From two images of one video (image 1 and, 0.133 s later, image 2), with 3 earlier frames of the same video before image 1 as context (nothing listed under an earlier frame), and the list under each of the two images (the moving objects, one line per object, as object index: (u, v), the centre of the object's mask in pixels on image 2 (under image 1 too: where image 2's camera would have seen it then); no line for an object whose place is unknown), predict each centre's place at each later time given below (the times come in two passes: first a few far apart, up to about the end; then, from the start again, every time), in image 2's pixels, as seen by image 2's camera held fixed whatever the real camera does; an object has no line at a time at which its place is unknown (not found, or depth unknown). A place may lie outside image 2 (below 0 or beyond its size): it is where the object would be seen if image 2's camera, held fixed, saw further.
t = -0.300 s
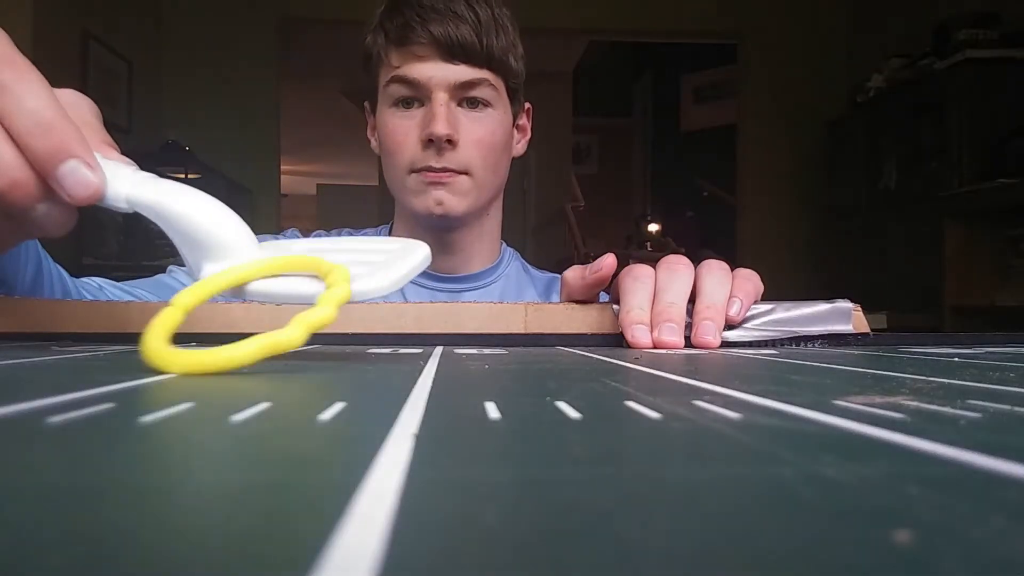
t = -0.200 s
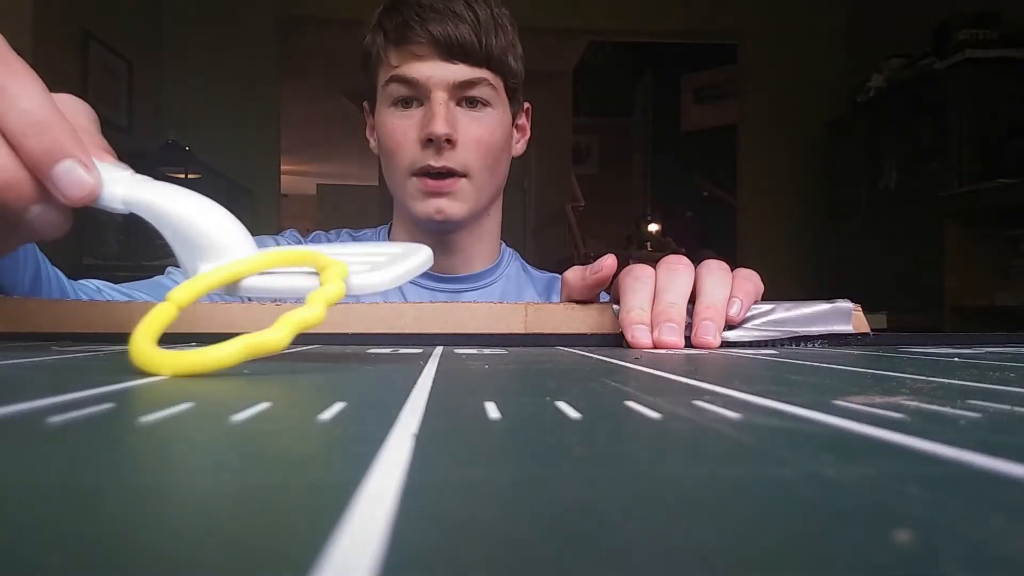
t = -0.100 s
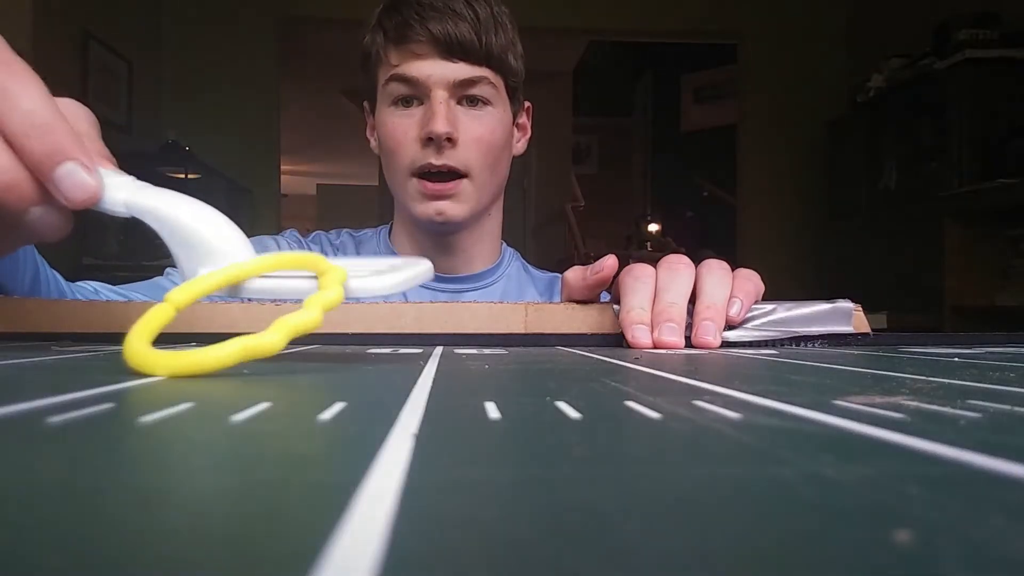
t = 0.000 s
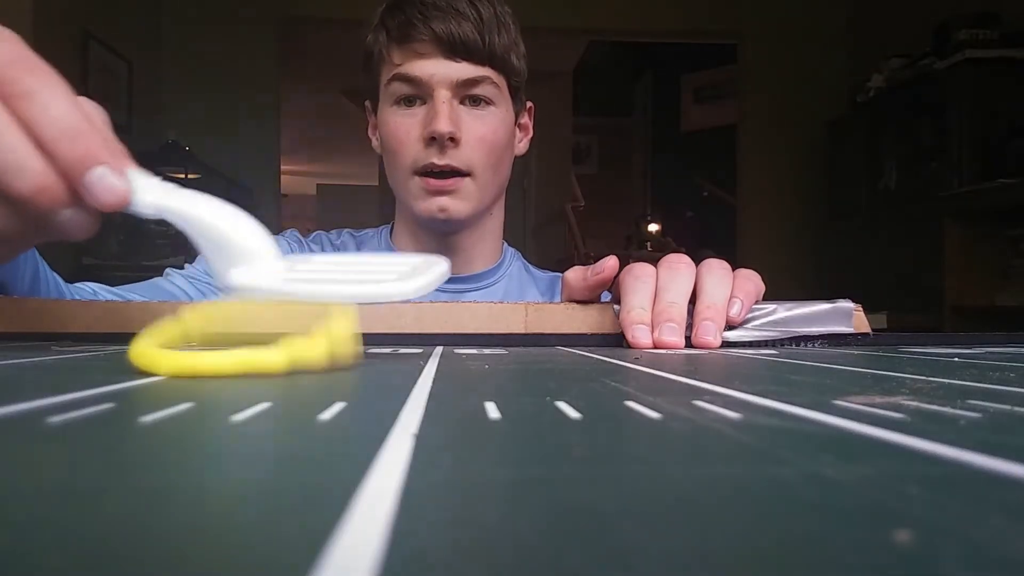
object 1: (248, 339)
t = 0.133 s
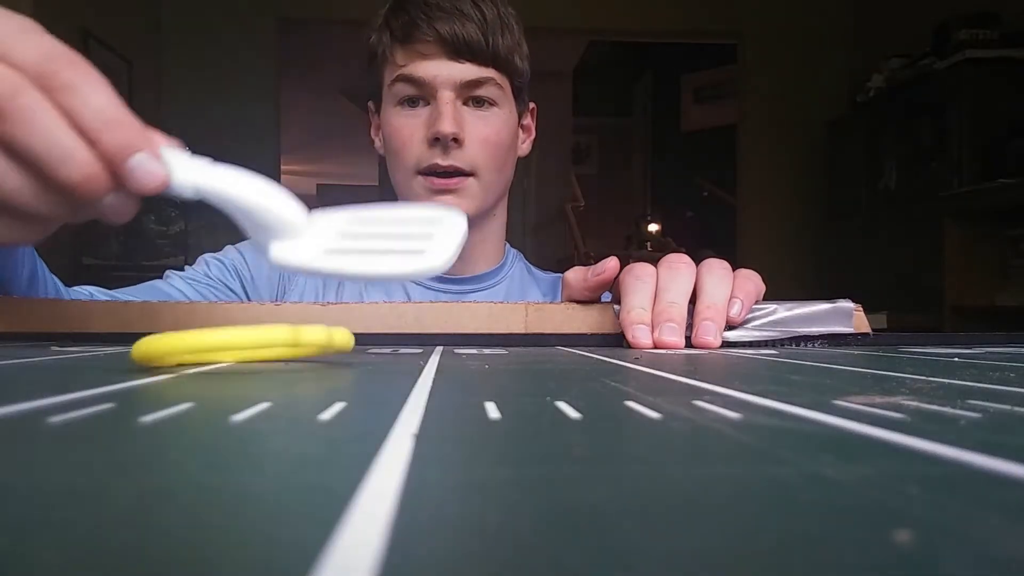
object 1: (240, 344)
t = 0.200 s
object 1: (245, 354)
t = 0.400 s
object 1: (241, 357)
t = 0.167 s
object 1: (242, 354)
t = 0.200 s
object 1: (245, 354)
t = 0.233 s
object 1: (240, 356)
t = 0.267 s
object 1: (242, 357)
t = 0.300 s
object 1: (241, 357)
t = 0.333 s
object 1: (241, 357)
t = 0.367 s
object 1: (241, 357)
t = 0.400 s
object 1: (241, 357)
